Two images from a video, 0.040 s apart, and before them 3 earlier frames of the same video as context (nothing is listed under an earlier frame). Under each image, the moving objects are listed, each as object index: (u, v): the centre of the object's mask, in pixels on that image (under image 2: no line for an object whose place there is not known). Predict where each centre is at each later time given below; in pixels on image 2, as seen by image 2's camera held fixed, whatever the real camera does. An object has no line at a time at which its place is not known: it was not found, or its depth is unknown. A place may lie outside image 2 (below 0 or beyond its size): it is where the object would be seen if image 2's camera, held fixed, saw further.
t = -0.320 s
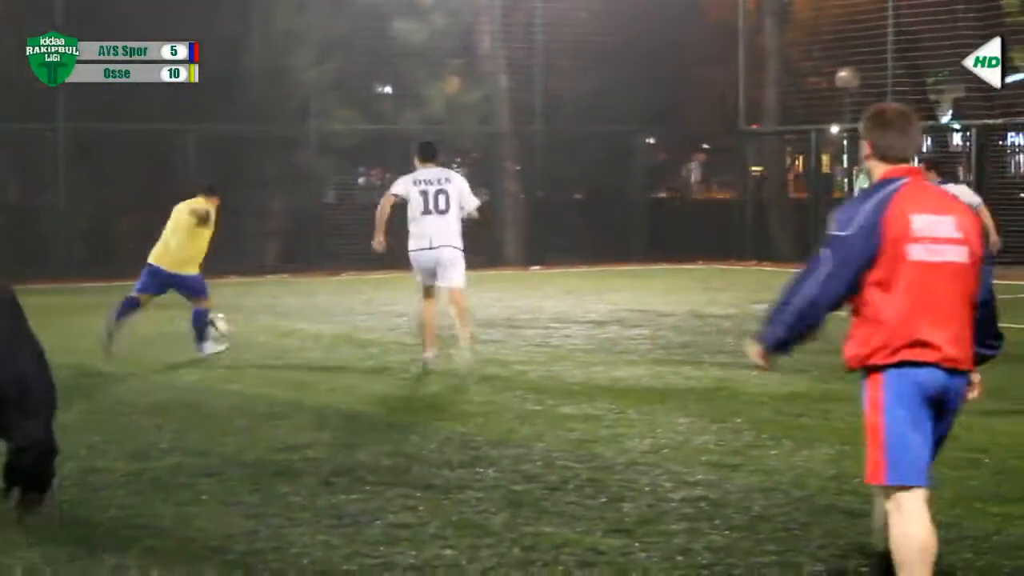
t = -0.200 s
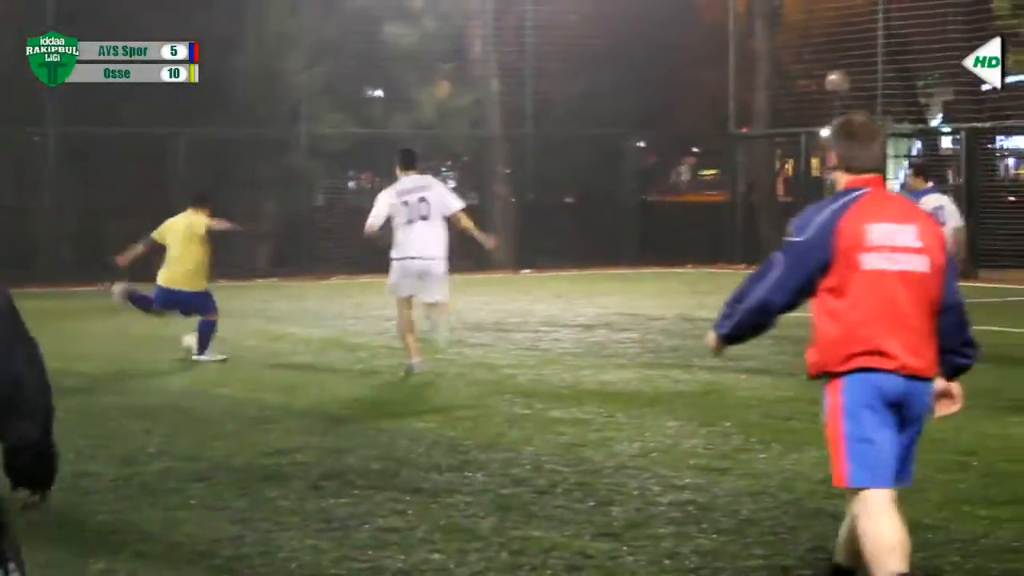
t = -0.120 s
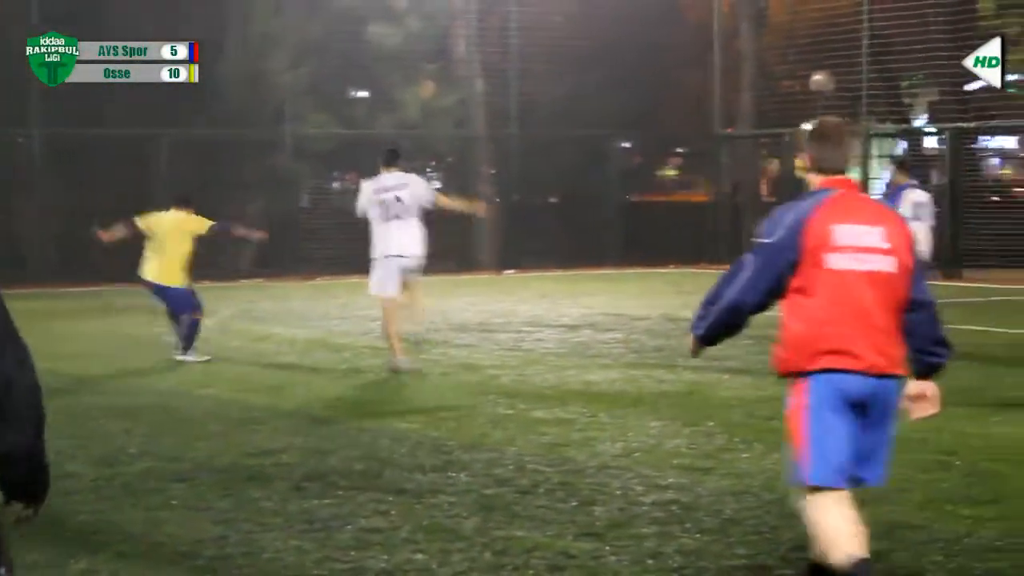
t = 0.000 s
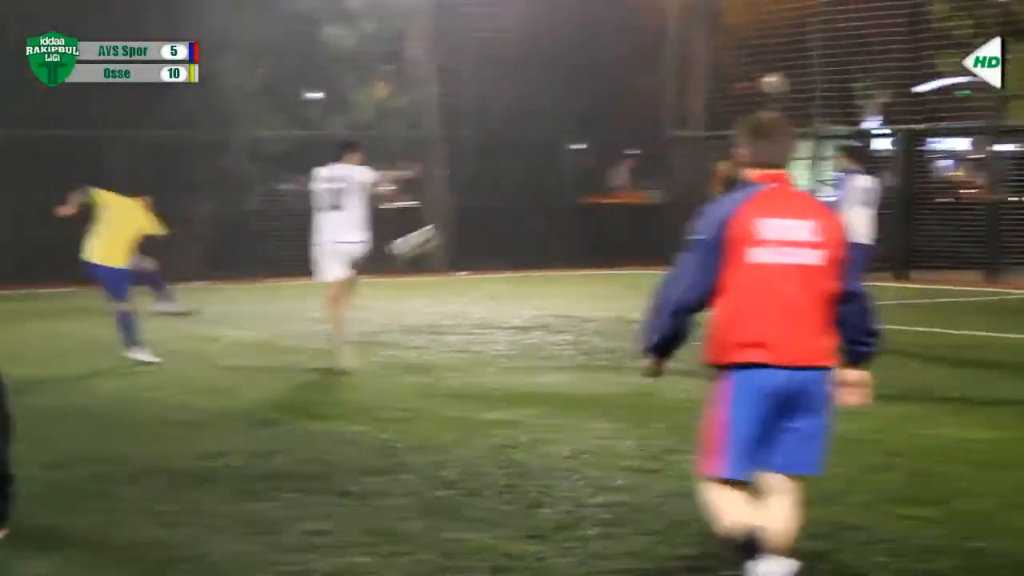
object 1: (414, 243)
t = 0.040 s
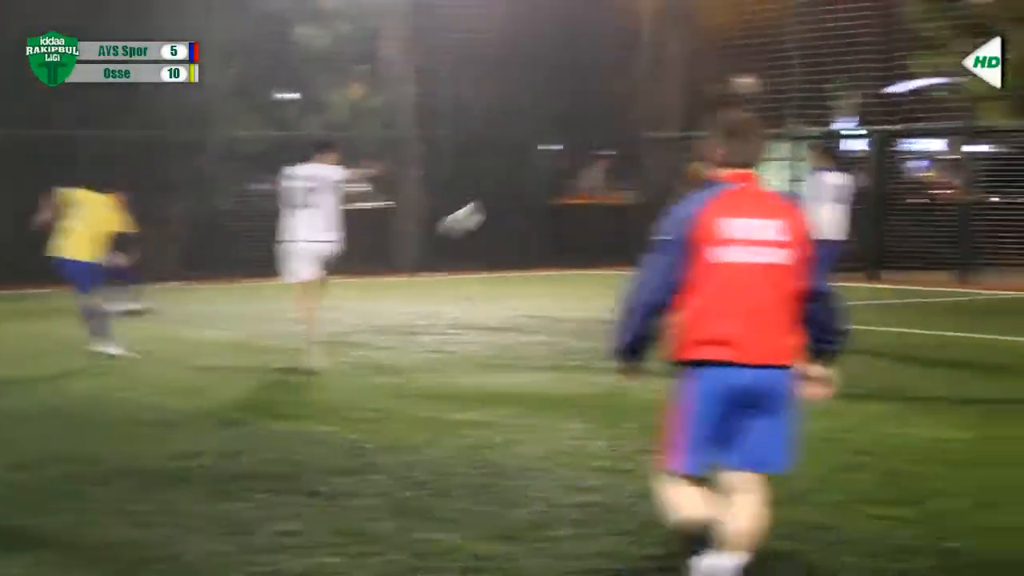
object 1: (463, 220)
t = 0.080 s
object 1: (534, 198)
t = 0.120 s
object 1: (603, 177)
